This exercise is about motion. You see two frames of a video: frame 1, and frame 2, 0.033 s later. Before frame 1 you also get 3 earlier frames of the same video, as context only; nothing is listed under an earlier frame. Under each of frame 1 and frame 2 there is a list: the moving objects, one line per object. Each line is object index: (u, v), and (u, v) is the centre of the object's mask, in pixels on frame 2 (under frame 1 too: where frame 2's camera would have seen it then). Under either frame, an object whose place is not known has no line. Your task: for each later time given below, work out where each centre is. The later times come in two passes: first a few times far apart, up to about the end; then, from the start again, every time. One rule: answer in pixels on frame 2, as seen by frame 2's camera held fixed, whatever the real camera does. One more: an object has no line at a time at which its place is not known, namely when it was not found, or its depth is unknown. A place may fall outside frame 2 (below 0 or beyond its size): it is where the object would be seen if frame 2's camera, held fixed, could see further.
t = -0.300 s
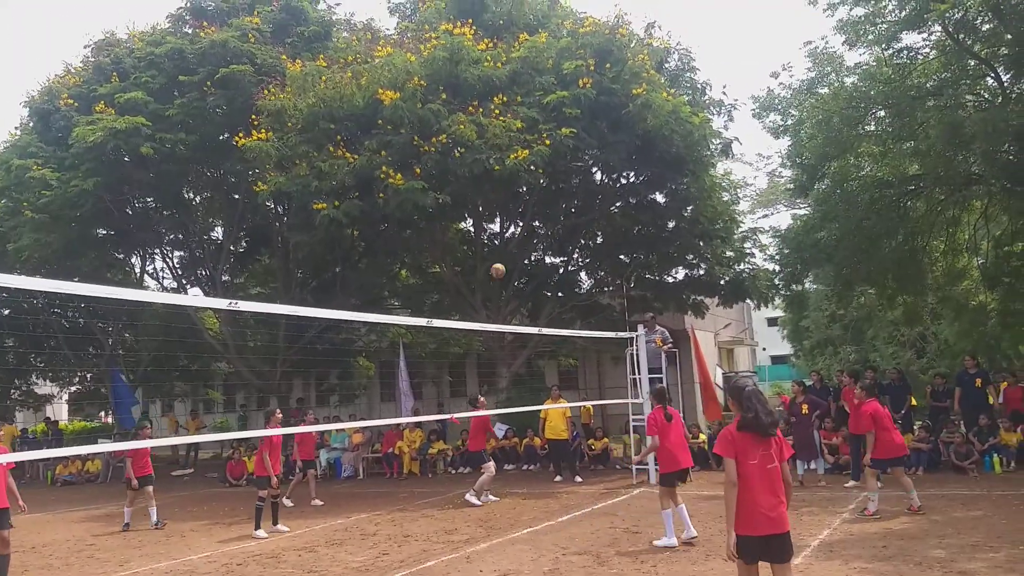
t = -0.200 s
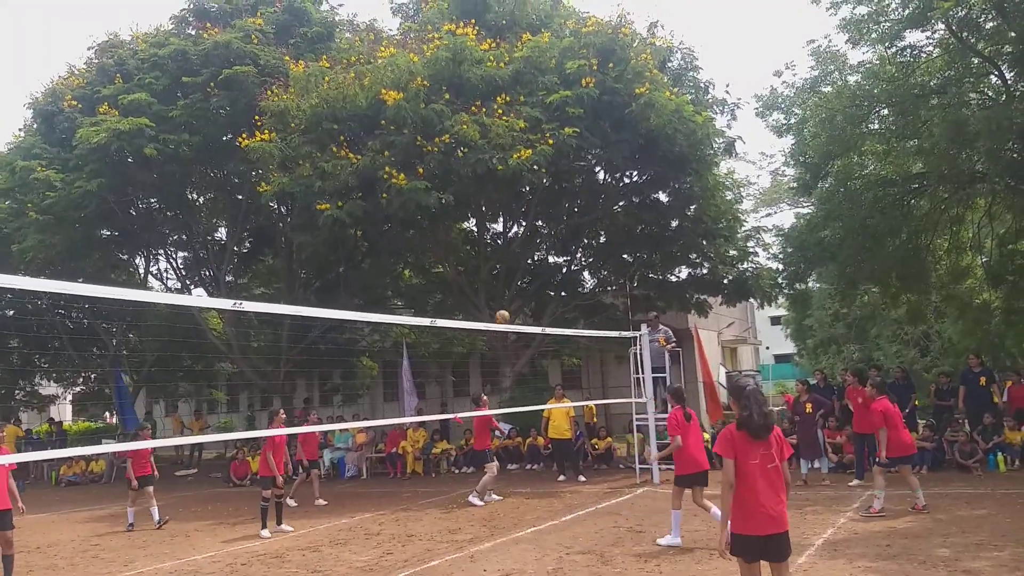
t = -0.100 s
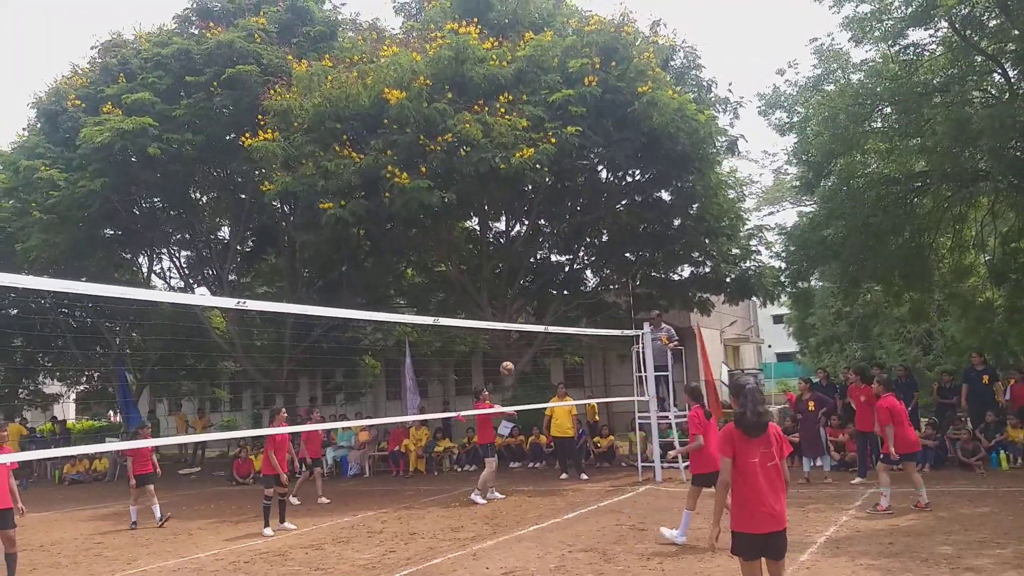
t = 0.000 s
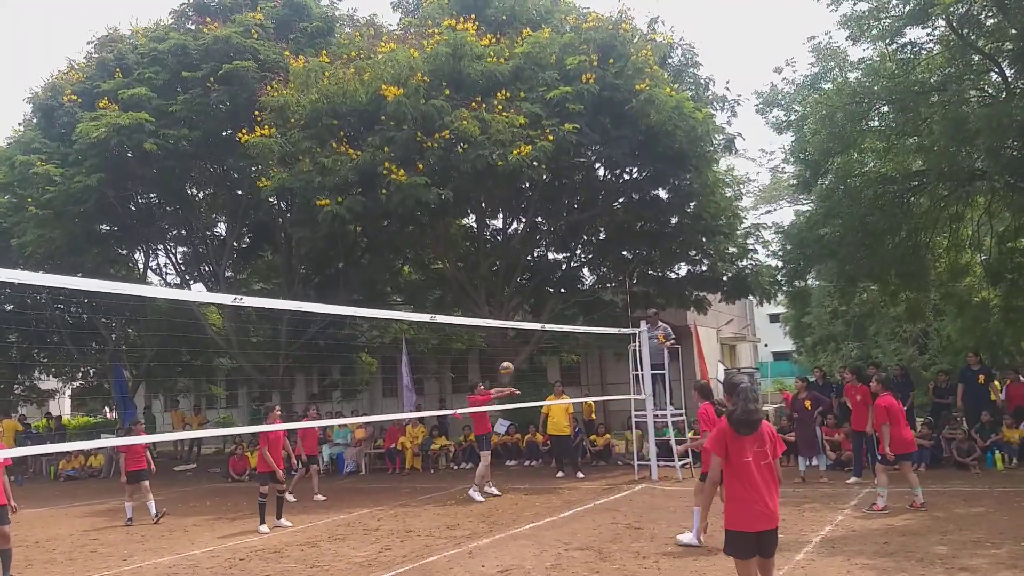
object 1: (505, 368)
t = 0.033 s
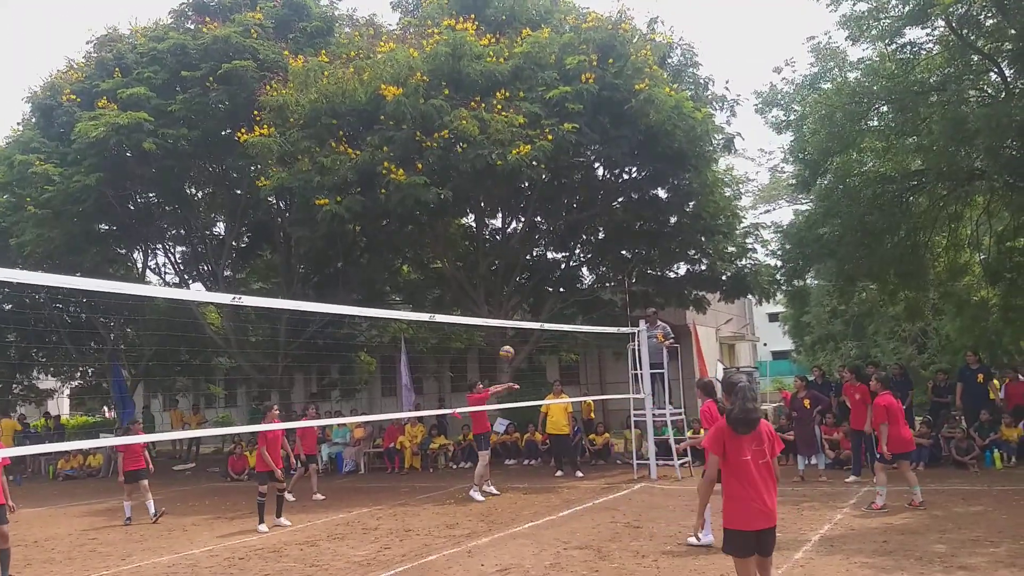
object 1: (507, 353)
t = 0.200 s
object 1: (514, 287)
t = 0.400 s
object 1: (524, 227)
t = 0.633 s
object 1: (541, 188)
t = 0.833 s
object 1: (559, 185)
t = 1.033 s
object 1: (580, 214)
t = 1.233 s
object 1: (607, 281)
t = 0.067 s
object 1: (508, 339)
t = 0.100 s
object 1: (510, 319)
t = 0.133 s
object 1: (511, 311)
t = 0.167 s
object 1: (512, 299)
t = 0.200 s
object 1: (514, 287)
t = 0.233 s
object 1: (516, 275)
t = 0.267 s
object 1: (517, 264)
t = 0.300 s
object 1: (518, 254)
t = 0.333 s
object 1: (521, 244)
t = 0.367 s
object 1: (522, 236)
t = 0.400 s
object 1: (524, 227)
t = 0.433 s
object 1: (527, 219)
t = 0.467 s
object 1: (529, 212)
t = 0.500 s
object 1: (531, 206)
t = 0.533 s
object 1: (533, 201)
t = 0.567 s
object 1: (536, 196)
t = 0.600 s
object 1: (539, 192)
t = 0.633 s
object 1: (541, 188)
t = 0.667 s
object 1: (544, 185)
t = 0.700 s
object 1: (546, 184)
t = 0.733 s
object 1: (549, 183)
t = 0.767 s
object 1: (552, 182)
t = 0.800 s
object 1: (555, 183)
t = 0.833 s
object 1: (559, 185)
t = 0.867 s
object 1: (562, 187)
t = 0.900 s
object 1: (565, 191)
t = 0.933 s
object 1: (569, 195)
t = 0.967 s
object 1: (573, 201)
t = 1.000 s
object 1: (576, 207)
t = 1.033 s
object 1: (580, 214)
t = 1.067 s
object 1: (585, 223)
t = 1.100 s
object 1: (589, 232)
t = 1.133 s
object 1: (593, 242)
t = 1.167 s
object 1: (598, 254)
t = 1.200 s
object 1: (602, 267)
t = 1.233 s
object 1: (607, 281)
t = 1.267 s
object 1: (612, 296)
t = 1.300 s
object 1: (617, 313)
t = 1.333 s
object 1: (622, 331)
